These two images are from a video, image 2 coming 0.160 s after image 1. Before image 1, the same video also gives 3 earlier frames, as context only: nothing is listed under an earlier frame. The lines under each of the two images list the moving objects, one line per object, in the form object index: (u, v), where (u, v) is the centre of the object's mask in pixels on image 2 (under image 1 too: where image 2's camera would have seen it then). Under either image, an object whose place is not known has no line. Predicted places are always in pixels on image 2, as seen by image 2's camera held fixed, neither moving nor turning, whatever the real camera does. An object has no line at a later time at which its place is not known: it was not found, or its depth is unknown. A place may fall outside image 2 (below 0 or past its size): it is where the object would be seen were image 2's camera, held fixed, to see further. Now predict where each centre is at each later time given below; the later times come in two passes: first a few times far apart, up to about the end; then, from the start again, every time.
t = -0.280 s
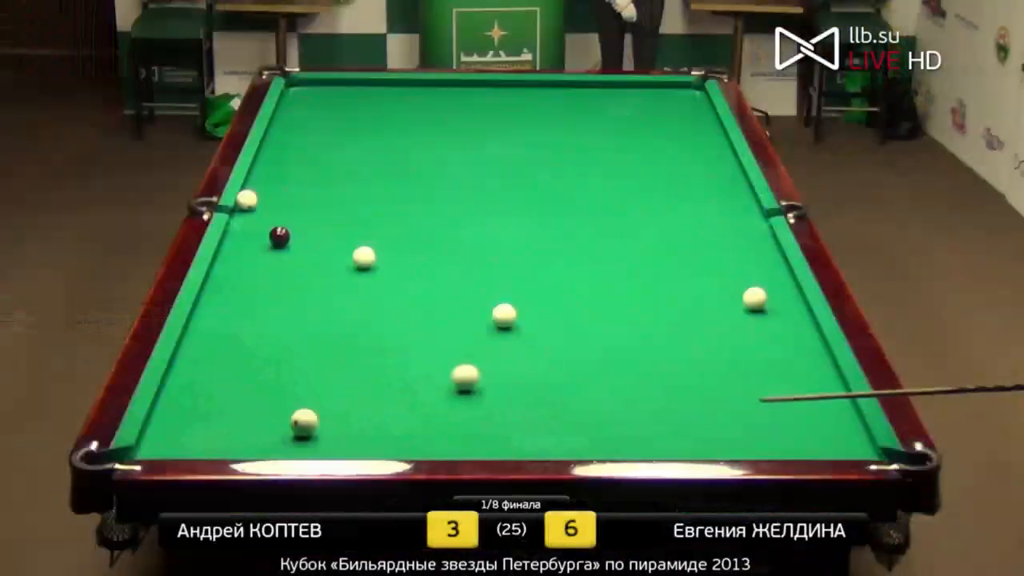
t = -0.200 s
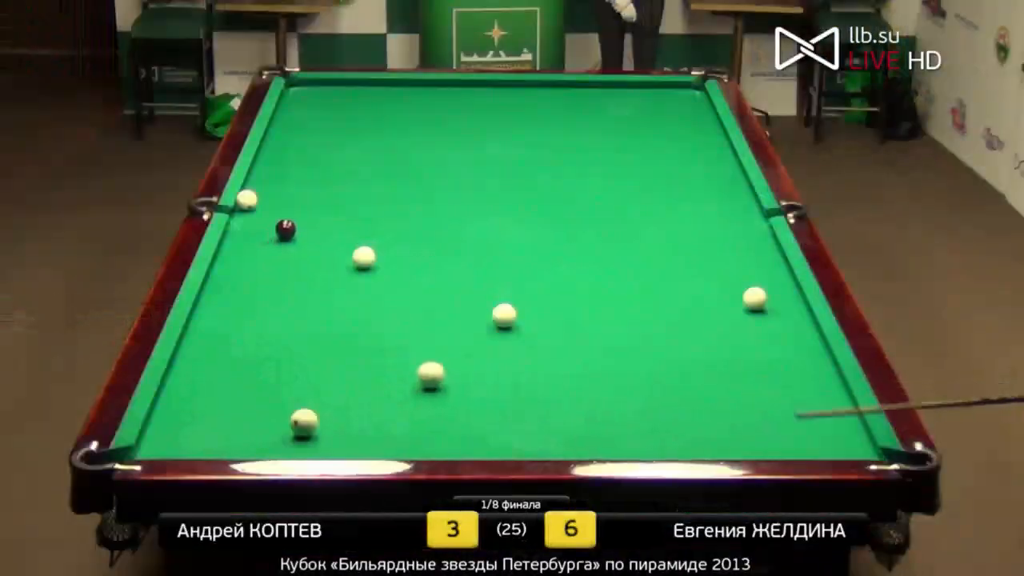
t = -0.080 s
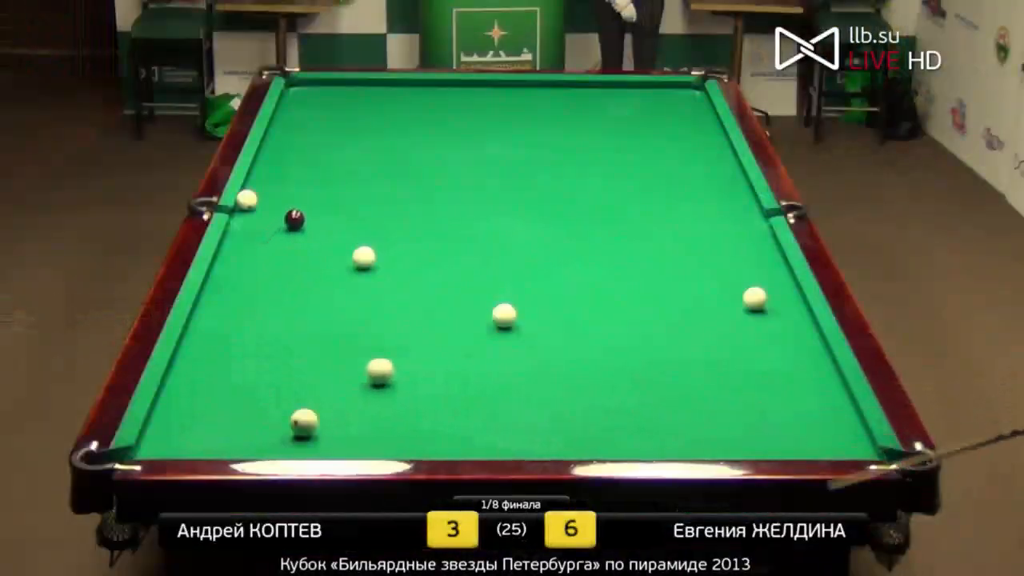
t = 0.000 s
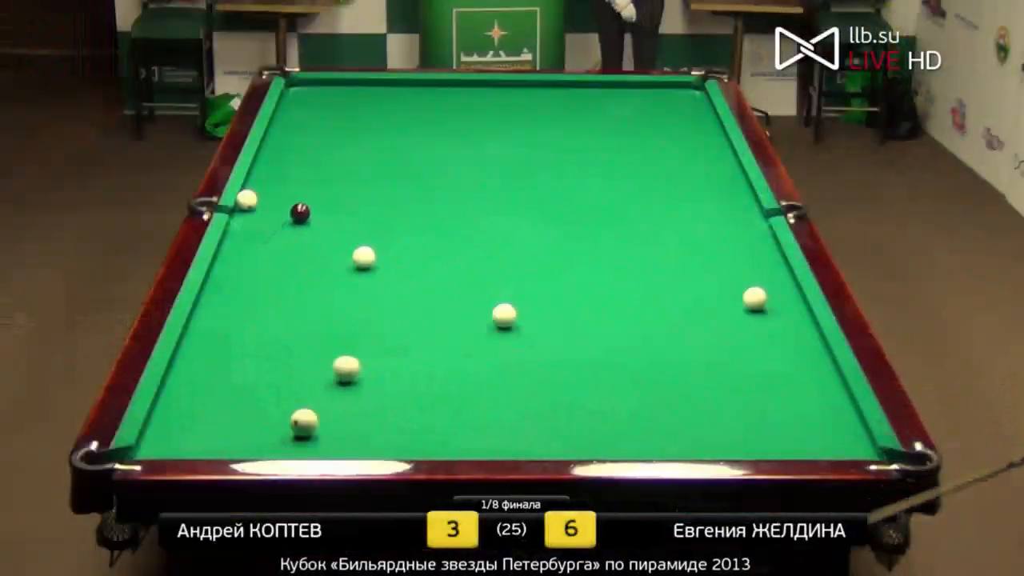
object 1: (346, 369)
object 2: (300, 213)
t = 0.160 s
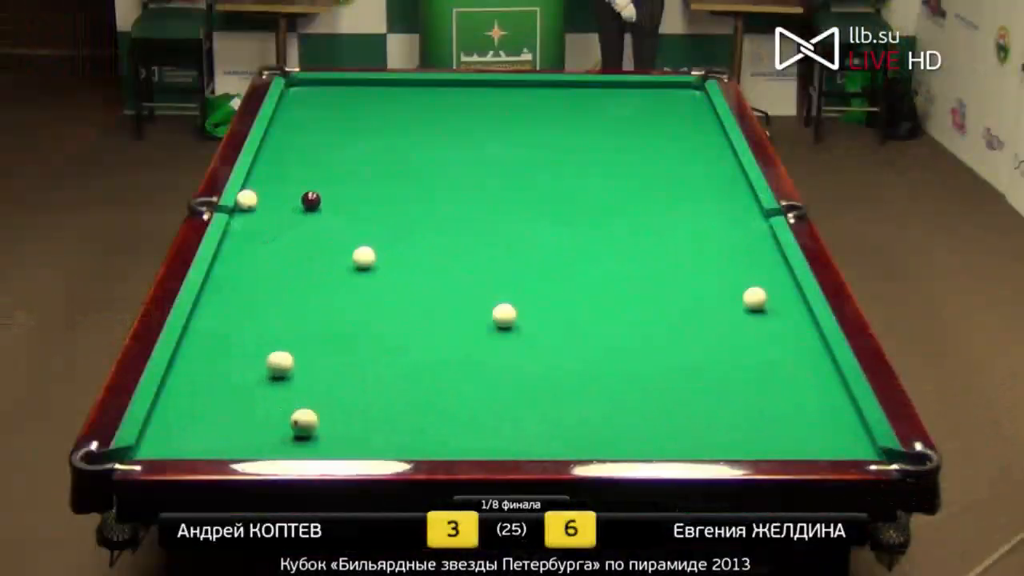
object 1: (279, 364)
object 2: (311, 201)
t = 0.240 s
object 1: (247, 362)
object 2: (316, 194)
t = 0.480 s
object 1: (207, 356)
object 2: (331, 177)
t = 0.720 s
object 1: (265, 354)
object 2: (345, 161)
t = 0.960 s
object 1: (320, 352)
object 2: (358, 147)
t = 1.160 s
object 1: (363, 351)
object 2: (368, 136)
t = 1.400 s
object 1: (414, 349)
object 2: (380, 123)
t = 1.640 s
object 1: (463, 347)
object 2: (390, 112)
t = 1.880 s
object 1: (511, 345)
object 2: (400, 100)
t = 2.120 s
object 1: (556, 343)
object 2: (409, 90)
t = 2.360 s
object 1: (599, 341)
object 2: (417, 83)
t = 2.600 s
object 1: (641, 339)
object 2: (428, 88)
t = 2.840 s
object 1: (681, 336)
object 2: (439, 93)
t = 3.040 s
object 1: (713, 335)
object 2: (448, 98)
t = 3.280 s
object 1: (750, 333)
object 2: (458, 103)
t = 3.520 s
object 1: (785, 330)
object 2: (467, 109)
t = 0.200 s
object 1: (263, 363)
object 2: (313, 197)
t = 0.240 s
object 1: (247, 362)
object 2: (316, 194)
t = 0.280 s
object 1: (231, 361)
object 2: (318, 191)
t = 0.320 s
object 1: (214, 359)
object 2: (321, 188)
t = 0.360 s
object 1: (199, 358)
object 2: (324, 186)
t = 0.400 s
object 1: (184, 357)
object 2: (326, 183)
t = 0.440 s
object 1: (195, 357)
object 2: (329, 180)
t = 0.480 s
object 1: (207, 356)
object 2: (331, 177)
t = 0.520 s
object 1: (218, 356)
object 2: (333, 175)
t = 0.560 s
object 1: (228, 356)
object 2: (336, 172)
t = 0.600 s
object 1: (238, 355)
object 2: (338, 169)
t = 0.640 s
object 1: (247, 355)
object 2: (341, 167)
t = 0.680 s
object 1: (256, 355)
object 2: (343, 164)
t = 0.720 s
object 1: (265, 354)
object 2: (345, 161)
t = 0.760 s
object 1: (275, 354)
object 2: (347, 159)
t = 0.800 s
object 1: (283, 354)
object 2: (350, 156)
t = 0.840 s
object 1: (293, 354)
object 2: (352, 154)
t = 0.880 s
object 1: (302, 353)
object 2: (354, 152)
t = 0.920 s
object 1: (311, 353)
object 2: (356, 149)
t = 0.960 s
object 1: (320, 352)
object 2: (358, 147)
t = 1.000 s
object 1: (329, 352)
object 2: (360, 144)
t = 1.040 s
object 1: (337, 352)
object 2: (362, 142)
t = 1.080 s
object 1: (346, 352)
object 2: (364, 140)
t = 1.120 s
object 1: (355, 351)
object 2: (366, 138)
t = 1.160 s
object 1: (363, 351)
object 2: (368, 136)
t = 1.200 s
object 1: (372, 351)
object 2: (370, 134)
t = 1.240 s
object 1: (381, 350)
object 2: (372, 132)
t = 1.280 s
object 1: (389, 350)
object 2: (374, 129)
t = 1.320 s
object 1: (397, 350)
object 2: (376, 127)
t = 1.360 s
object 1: (406, 349)
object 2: (378, 125)
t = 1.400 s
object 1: (414, 349)
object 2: (380, 123)
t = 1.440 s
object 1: (422, 349)
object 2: (381, 121)
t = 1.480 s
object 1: (431, 349)
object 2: (383, 119)
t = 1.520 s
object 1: (439, 348)
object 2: (385, 117)
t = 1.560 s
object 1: (447, 348)
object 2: (387, 115)
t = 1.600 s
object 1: (455, 348)
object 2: (388, 113)
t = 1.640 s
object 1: (463, 347)
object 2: (390, 112)
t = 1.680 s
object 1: (471, 347)
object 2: (392, 110)
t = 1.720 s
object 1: (479, 347)
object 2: (394, 108)
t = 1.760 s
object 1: (487, 346)
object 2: (395, 106)
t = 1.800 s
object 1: (495, 345)
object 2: (397, 104)
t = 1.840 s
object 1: (503, 345)
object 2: (398, 102)
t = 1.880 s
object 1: (511, 345)
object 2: (400, 100)
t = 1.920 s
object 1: (518, 345)
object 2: (401, 99)
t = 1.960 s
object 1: (526, 345)
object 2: (403, 97)
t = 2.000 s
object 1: (534, 344)
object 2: (405, 95)
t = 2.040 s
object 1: (541, 344)
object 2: (406, 94)
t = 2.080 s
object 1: (549, 343)
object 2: (407, 93)
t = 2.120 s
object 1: (556, 343)
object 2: (409, 90)
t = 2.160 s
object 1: (563, 343)
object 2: (410, 89)
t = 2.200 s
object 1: (571, 342)
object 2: (412, 88)
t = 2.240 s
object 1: (578, 342)
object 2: (413, 85)
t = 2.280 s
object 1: (585, 341)
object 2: (414, 84)
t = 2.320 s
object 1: (593, 341)
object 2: (415, 82)
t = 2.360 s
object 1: (599, 341)
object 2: (417, 83)
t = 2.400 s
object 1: (607, 340)
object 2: (419, 84)
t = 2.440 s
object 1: (613, 340)
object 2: (421, 84)
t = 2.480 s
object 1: (621, 340)
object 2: (423, 86)
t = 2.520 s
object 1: (627, 339)
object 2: (425, 87)
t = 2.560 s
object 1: (634, 339)
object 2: (427, 87)
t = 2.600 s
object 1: (641, 339)
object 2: (428, 88)
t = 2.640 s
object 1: (648, 338)
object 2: (430, 89)
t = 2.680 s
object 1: (655, 338)
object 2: (432, 89)
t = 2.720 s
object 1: (661, 338)
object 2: (434, 90)
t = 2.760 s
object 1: (668, 337)
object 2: (436, 91)
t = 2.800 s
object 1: (674, 337)
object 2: (437, 92)
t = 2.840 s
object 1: (681, 336)
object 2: (439, 93)
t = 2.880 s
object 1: (687, 336)
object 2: (441, 95)
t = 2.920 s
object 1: (694, 336)
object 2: (442, 95)
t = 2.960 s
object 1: (701, 335)
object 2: (445, 97)
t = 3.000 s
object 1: (707, 335)
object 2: (446, 97)
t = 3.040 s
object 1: (713, 335)
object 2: (448, 98)
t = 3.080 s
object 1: (719, 334)
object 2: (449, 99)
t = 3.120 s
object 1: (726, 333)
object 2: (451, 100)
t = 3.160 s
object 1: (732, 334)
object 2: (453, 101)
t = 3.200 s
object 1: (738, 333)
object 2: (454, 102)
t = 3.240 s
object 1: (744, 333)
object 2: (456, 103)
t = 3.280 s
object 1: (750, 333)
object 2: (458, 103)
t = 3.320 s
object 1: (756, 332)
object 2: (459, 104)
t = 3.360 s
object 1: (762, 331)
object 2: (461, 105)
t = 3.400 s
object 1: (768, 331)
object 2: (462, 106)
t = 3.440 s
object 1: (774, 331)
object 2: (464, 107)
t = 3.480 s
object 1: (779, 330)
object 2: (465, 108)
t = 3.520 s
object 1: (785, 330)
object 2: (467, 109)
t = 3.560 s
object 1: (791, 330)
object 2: (469, 109)
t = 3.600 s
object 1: (797, 329)
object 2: (470, 110)
